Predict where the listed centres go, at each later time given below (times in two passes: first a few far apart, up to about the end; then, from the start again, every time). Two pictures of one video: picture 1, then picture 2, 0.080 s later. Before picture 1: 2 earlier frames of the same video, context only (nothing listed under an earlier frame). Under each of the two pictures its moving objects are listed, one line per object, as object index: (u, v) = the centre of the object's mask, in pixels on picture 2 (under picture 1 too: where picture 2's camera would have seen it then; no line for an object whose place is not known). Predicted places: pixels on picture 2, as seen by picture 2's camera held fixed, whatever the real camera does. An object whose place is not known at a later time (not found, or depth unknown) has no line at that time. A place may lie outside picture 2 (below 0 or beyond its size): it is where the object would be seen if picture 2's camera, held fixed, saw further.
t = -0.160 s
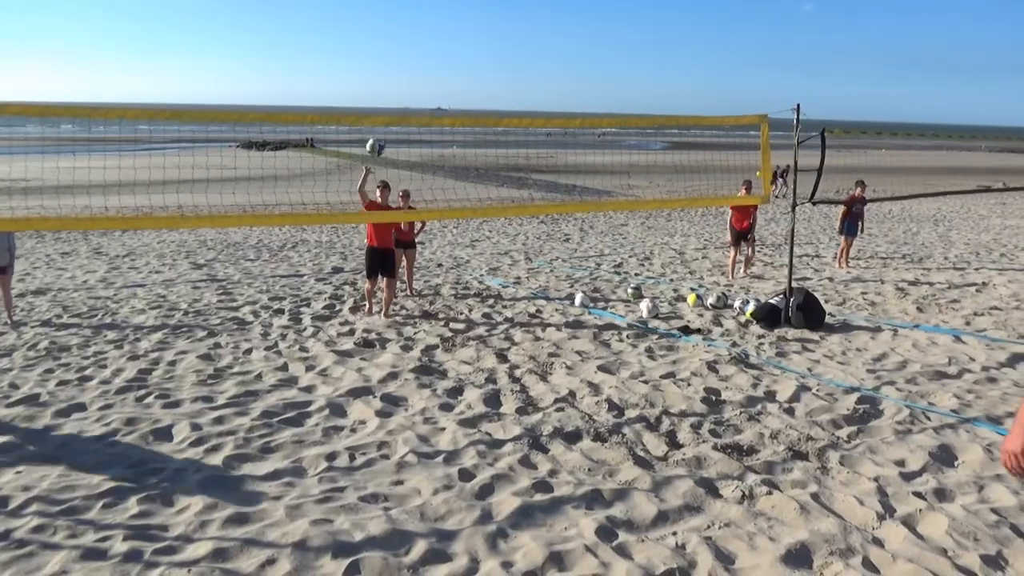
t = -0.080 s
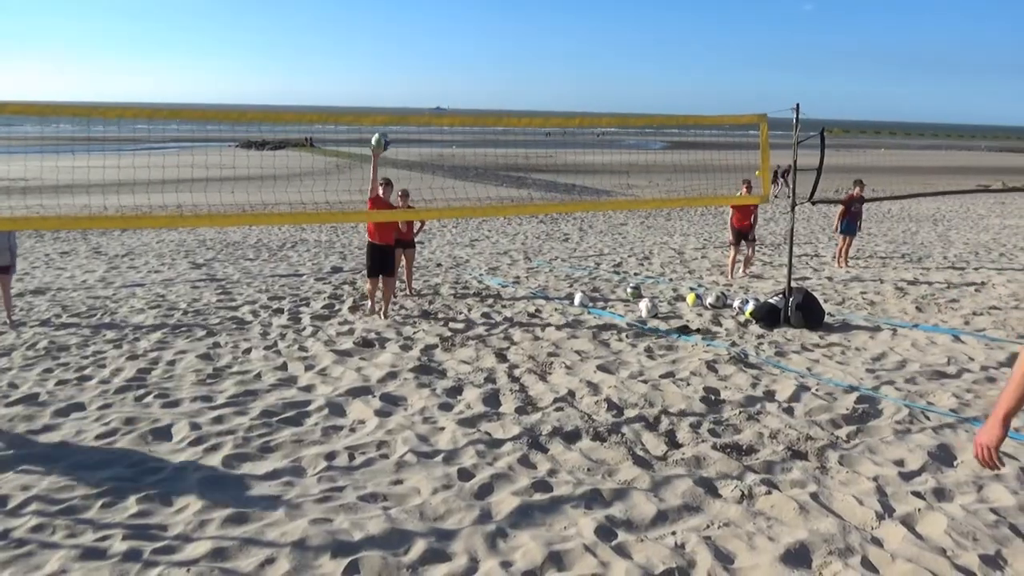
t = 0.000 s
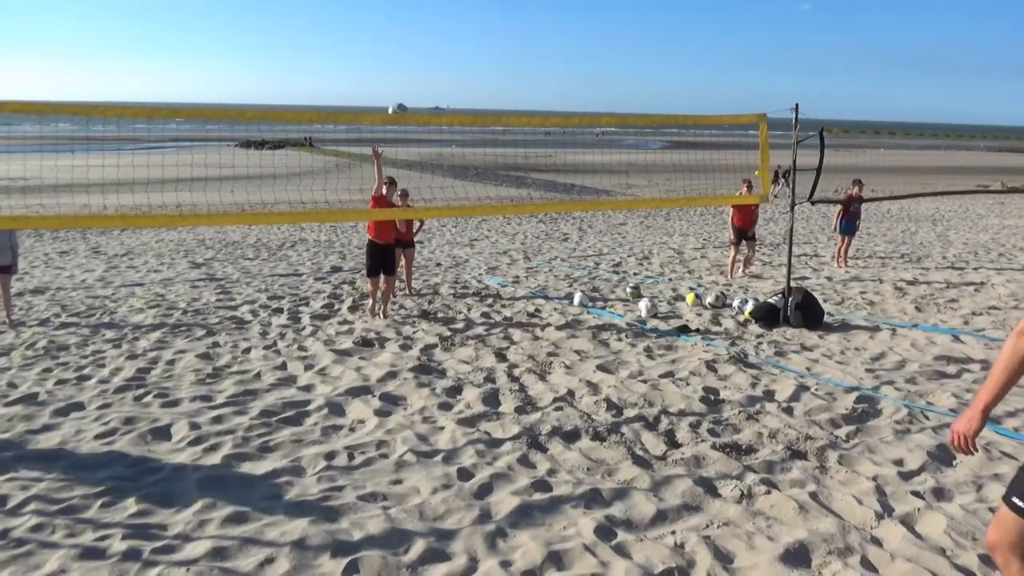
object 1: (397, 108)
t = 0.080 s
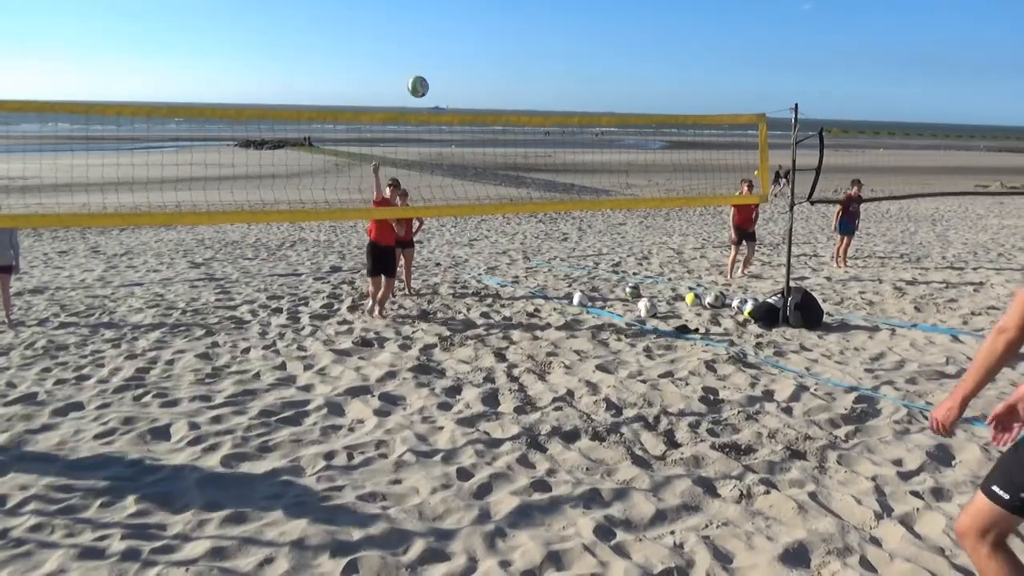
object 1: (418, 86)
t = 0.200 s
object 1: (453, 54)
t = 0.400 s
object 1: (527, 22)
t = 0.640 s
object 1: (658, 58)
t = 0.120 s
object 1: (429, 75)
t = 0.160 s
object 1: (440, 64)
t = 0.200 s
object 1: (453, 54)
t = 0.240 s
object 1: (466, 45)
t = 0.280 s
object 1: (480, 37)
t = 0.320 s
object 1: (494, 30)
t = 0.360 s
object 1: (510, 25)
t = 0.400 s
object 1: (527, 22)
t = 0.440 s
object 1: (545, 21)
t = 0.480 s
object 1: (564, 22)
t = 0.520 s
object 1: (585, 26)
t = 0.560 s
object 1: (607, 33)
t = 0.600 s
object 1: (632, 43)
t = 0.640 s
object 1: (658, 58)
